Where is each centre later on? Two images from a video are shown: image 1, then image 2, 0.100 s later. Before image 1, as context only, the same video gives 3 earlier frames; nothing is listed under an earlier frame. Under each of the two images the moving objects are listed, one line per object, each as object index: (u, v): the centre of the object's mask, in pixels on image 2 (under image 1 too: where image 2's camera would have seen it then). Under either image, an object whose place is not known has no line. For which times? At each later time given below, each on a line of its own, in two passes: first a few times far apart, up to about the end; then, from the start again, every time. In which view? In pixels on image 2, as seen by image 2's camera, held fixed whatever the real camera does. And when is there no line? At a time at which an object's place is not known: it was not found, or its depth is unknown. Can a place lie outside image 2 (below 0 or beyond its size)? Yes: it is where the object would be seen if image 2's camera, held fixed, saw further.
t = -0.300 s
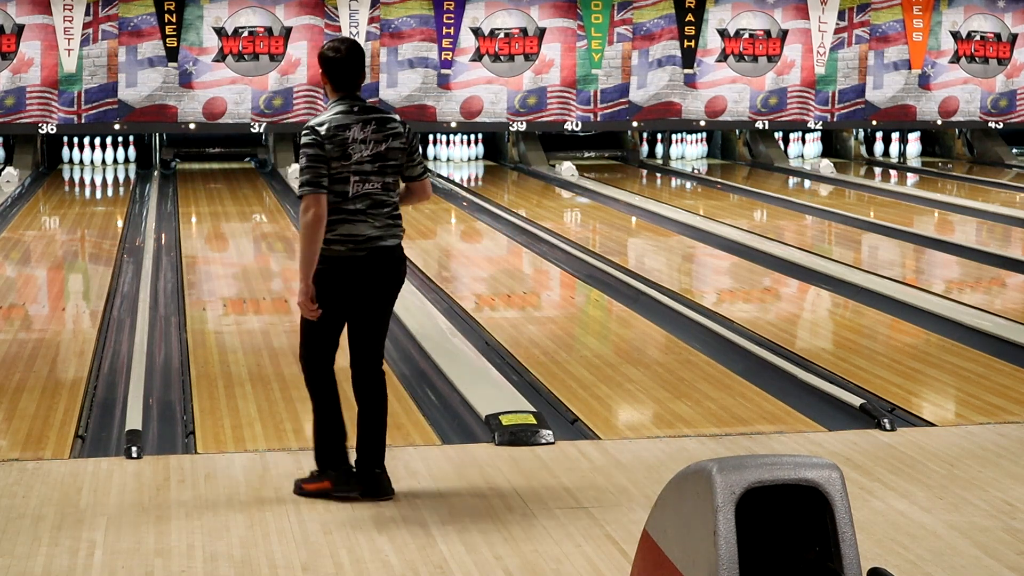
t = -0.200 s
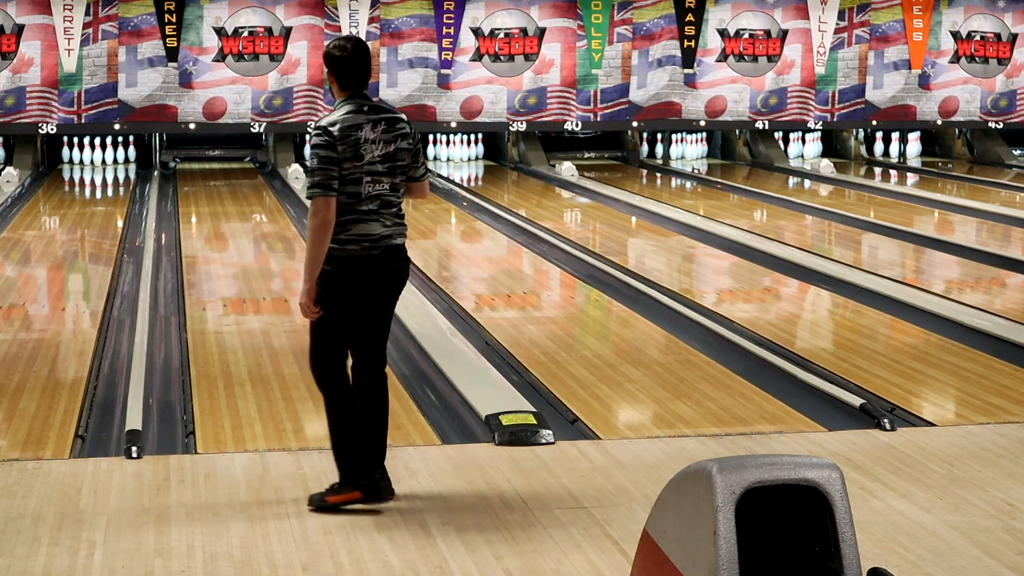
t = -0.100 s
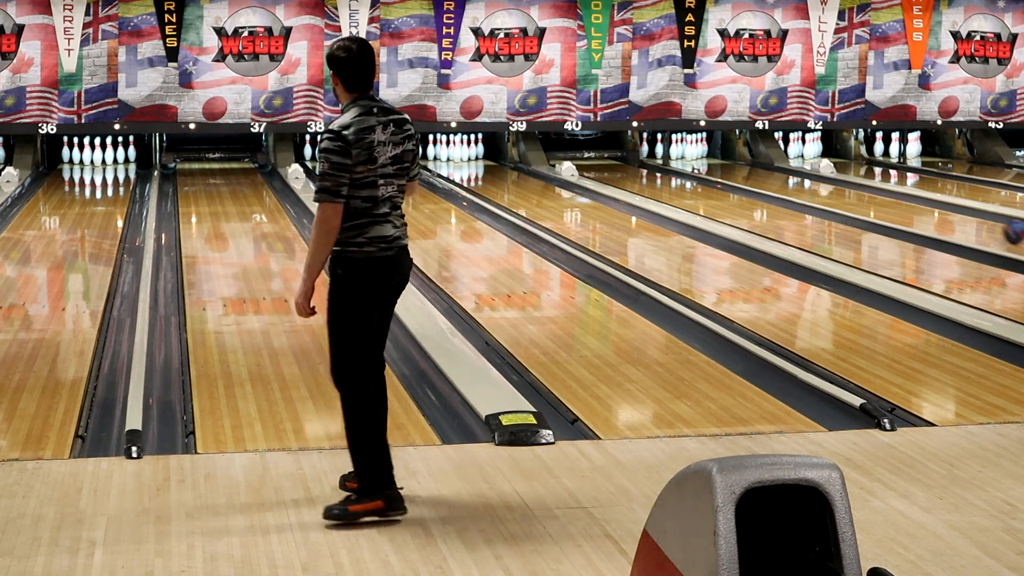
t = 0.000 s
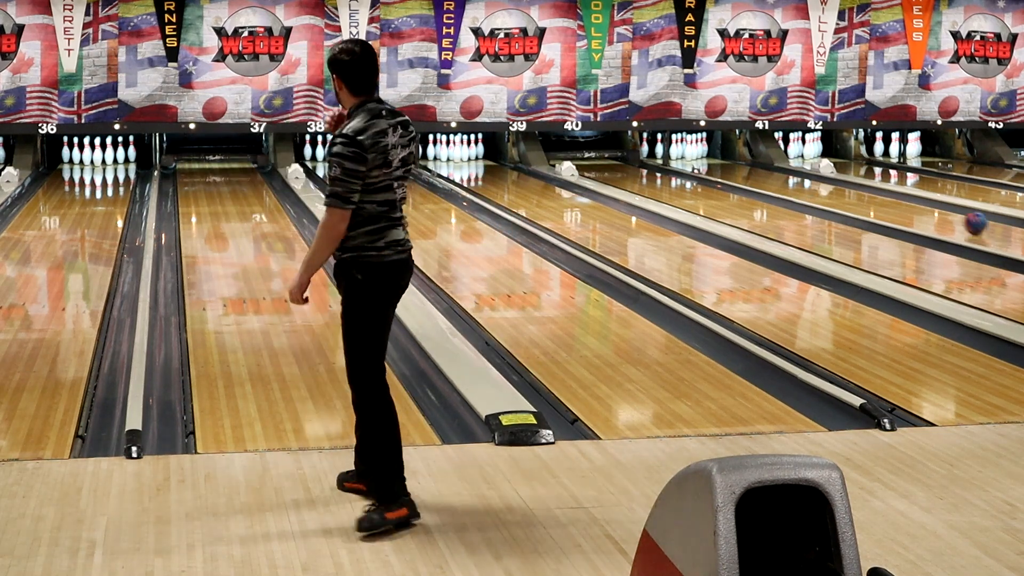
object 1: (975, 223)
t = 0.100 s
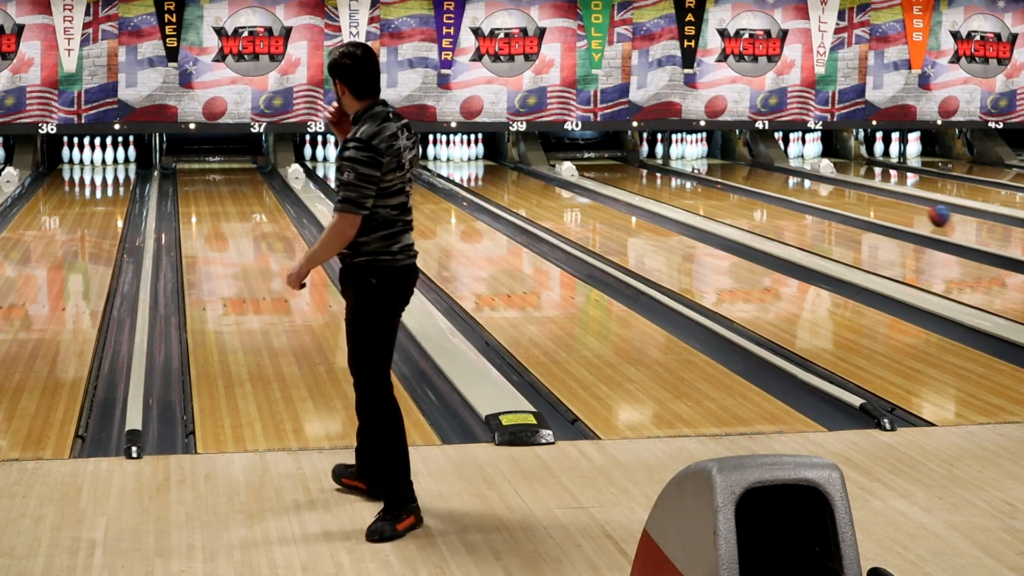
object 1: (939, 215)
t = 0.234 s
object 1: (895, 205)
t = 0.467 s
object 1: (831, 191)
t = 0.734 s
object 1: (771, 177)
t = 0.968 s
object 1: (728, 168)
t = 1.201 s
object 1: (698, 159)
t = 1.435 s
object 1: (680, 153)
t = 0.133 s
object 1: (928, 212)
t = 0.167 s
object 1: (916, 210)
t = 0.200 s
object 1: (906, 207)
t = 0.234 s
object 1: (895, 205)
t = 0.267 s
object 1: (886, 203)
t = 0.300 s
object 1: (876, 201)
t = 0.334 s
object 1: (866, 199)
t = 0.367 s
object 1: (857, 197)
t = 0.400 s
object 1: (848, 195)
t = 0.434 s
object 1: (839, 193)
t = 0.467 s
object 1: (831, 191)
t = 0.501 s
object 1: (823, 189)
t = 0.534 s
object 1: (814, 187)
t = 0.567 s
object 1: (806, 185)
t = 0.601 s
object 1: (798, 184)
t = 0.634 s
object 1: (792, 182)
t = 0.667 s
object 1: (784, 180)
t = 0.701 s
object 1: (777, 178)
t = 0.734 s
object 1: (771, 177)
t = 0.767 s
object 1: (764, 176)
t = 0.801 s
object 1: (757, 174)
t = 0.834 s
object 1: (751, 172)
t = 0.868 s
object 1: (745, 171)
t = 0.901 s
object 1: (739, 170)
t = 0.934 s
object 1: (734, 168)
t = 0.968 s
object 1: (728, 168)
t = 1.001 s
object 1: (723, 166)
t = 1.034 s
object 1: (718, 164)
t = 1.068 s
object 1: (714, 163)
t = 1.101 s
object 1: (710, 162)
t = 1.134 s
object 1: (706, 162)
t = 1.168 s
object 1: (702, 160)
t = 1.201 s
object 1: (698, 159)
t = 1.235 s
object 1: (695, 158)
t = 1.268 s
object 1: (692, 157)
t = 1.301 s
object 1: (689, 155)
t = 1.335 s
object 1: (687, 154)
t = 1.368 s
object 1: (684, 154)
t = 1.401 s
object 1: (681, 153)
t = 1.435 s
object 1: (680, 153)
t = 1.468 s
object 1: (679, 152)
